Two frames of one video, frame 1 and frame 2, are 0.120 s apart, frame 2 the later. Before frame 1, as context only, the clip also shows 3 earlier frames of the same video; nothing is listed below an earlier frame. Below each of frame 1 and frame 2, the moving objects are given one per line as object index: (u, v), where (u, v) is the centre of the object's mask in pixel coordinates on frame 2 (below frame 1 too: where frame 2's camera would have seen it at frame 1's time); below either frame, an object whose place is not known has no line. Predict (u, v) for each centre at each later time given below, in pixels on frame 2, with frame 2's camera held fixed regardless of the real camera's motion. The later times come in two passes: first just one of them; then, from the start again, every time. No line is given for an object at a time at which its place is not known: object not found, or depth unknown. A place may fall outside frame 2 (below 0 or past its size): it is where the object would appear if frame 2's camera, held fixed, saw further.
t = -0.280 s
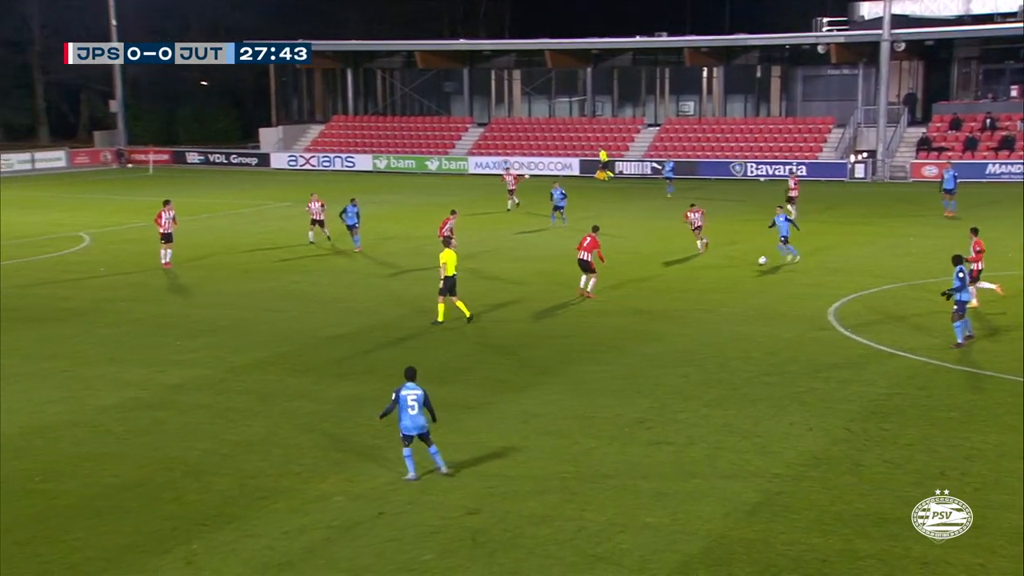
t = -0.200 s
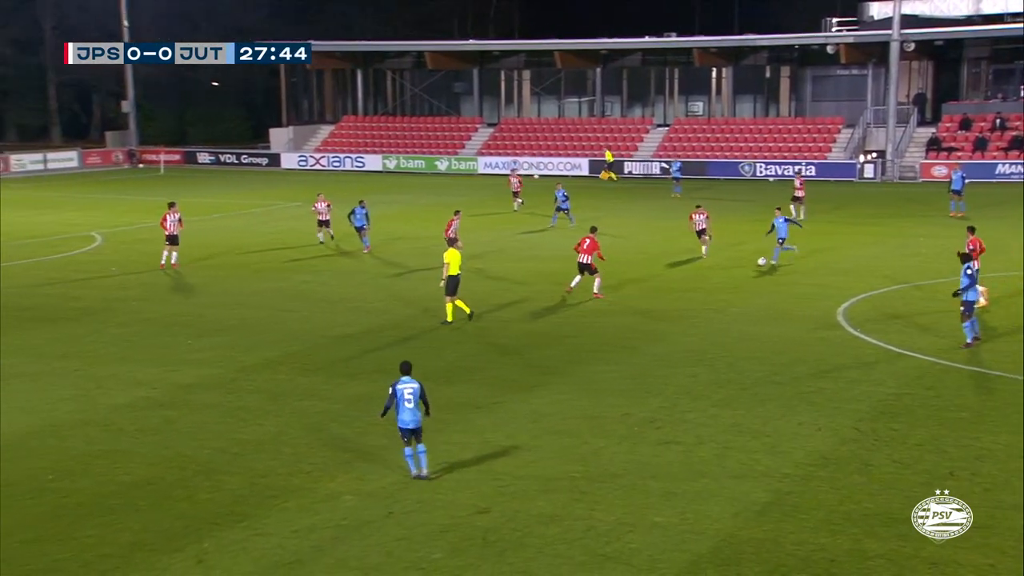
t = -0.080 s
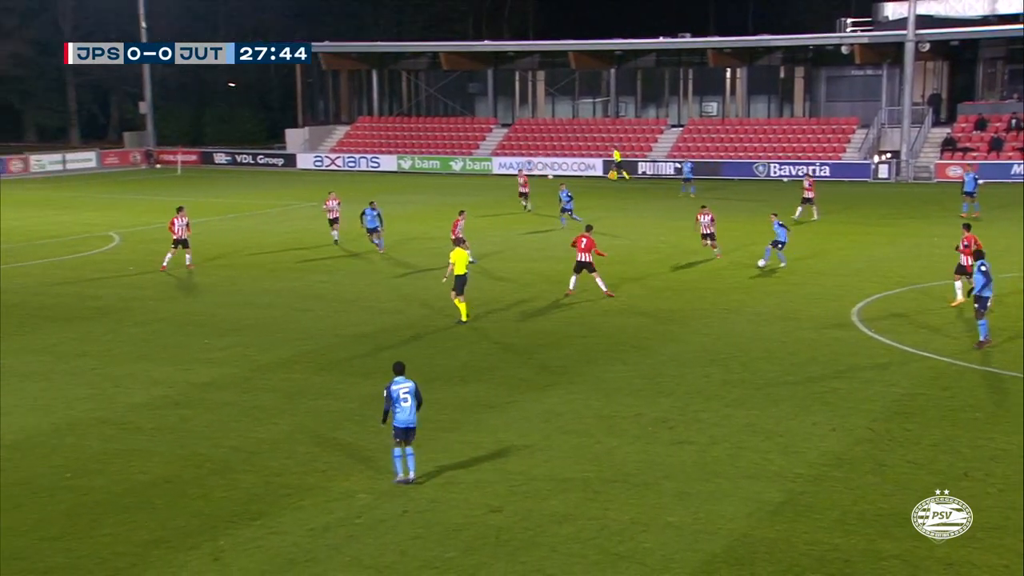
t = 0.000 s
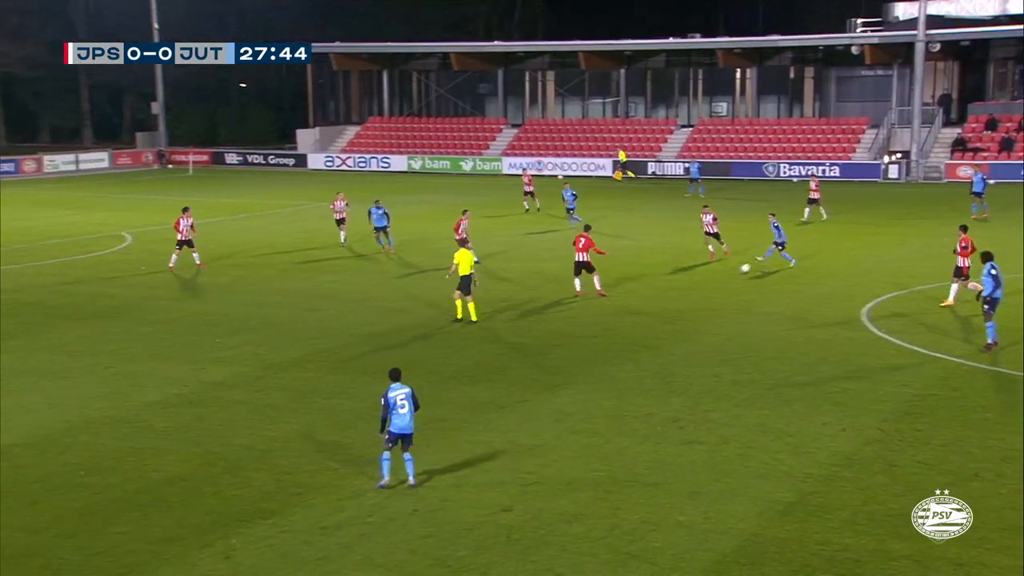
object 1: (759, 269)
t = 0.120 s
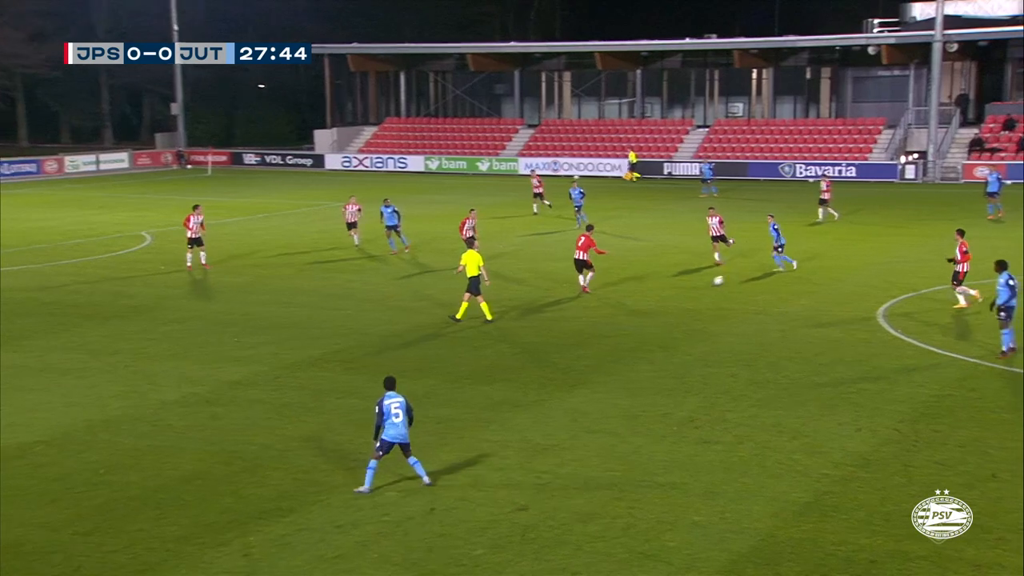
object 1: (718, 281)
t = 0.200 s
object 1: (691, 287)
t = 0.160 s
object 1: (704, 284)
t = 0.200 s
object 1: (691, 287)
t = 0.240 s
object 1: (678, 292)
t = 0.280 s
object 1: (664, 296)
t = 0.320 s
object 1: (652, 299)
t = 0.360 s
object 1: (639, 303)
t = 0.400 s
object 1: (626, 307)
